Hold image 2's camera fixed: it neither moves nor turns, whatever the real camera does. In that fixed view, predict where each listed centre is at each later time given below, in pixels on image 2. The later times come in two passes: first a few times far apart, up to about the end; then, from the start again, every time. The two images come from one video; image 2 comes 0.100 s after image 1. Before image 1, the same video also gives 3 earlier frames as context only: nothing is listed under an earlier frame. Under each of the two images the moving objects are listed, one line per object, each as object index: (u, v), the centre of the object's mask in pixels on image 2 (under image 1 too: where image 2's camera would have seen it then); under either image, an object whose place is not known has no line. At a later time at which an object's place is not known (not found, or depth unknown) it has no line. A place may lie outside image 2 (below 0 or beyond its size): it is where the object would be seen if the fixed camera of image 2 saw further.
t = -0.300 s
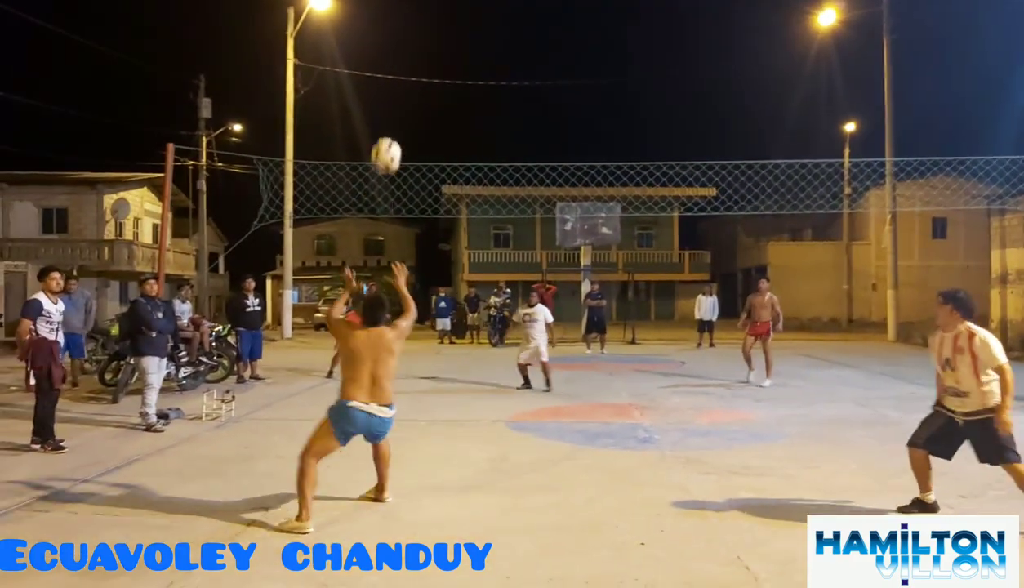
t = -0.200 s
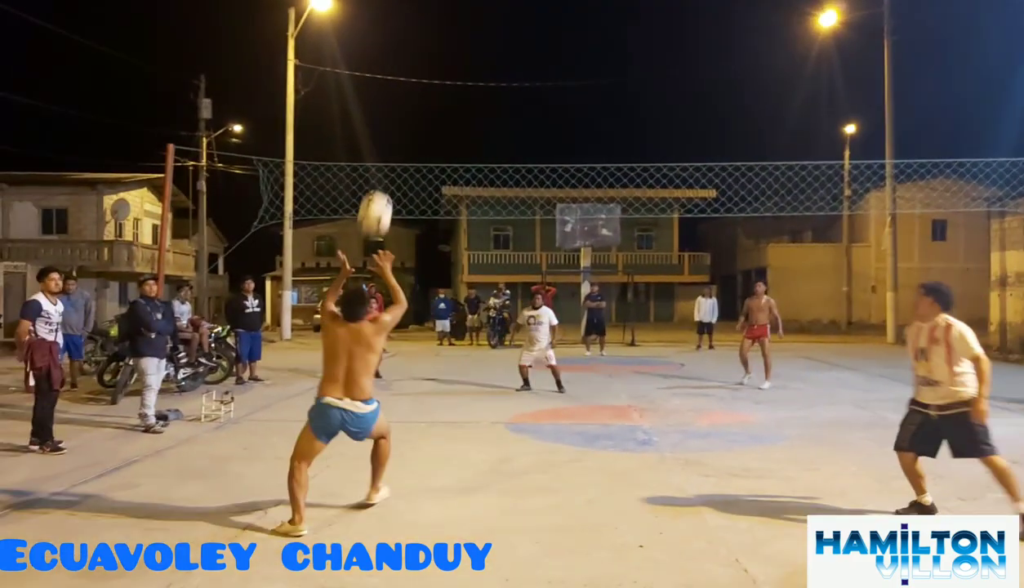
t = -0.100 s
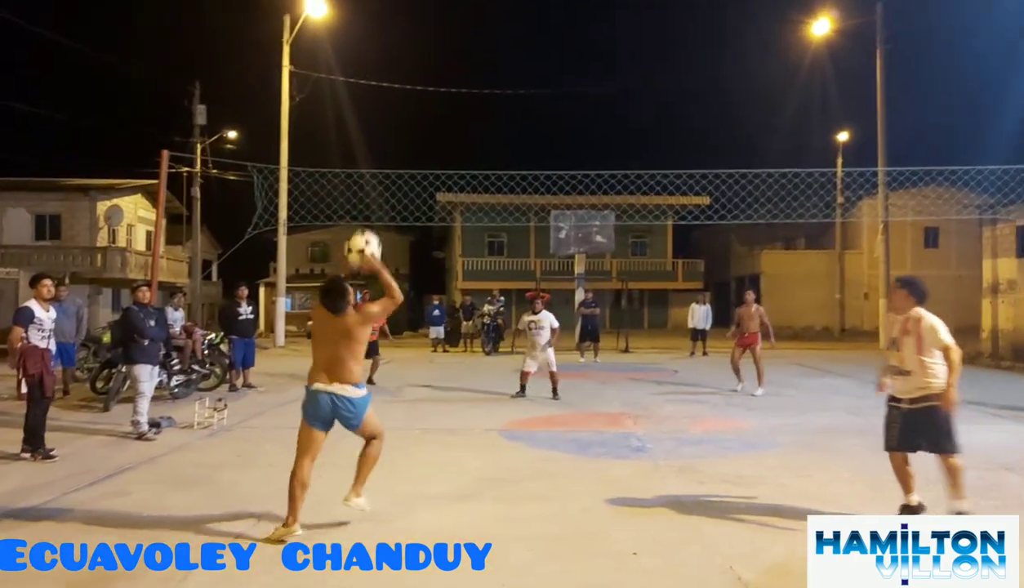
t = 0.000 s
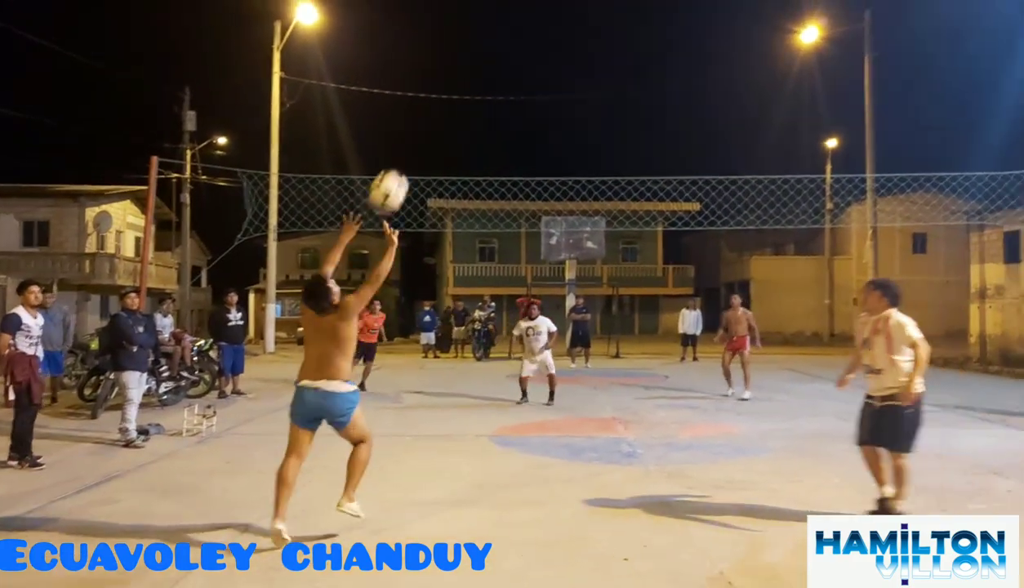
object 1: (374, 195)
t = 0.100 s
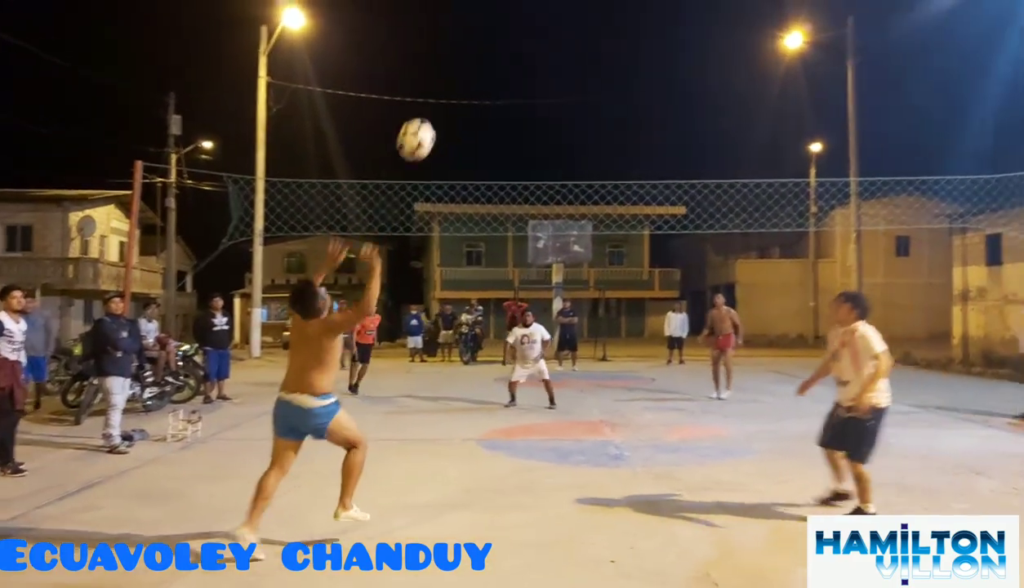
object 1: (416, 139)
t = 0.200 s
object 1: (455, 100)
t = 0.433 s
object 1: (539, 68)
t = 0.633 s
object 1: (602, 98)
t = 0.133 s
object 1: (429, 125)
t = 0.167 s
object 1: (442, 112)
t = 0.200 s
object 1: (455, 100)
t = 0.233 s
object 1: (467, 91)
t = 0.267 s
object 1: (479, 83)
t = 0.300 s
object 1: (491, 77)
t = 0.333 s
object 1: (504, 72)
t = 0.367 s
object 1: (515, 69)
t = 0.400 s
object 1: (527, 68)
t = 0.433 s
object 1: (539, 68)
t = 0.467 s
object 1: (550, 69)
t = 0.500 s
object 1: (561, 72)
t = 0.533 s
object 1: (571, 77)
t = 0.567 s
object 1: (581, 83)
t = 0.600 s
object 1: (591, 90)
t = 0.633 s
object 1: (602, 98)
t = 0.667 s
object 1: (612, 108)
